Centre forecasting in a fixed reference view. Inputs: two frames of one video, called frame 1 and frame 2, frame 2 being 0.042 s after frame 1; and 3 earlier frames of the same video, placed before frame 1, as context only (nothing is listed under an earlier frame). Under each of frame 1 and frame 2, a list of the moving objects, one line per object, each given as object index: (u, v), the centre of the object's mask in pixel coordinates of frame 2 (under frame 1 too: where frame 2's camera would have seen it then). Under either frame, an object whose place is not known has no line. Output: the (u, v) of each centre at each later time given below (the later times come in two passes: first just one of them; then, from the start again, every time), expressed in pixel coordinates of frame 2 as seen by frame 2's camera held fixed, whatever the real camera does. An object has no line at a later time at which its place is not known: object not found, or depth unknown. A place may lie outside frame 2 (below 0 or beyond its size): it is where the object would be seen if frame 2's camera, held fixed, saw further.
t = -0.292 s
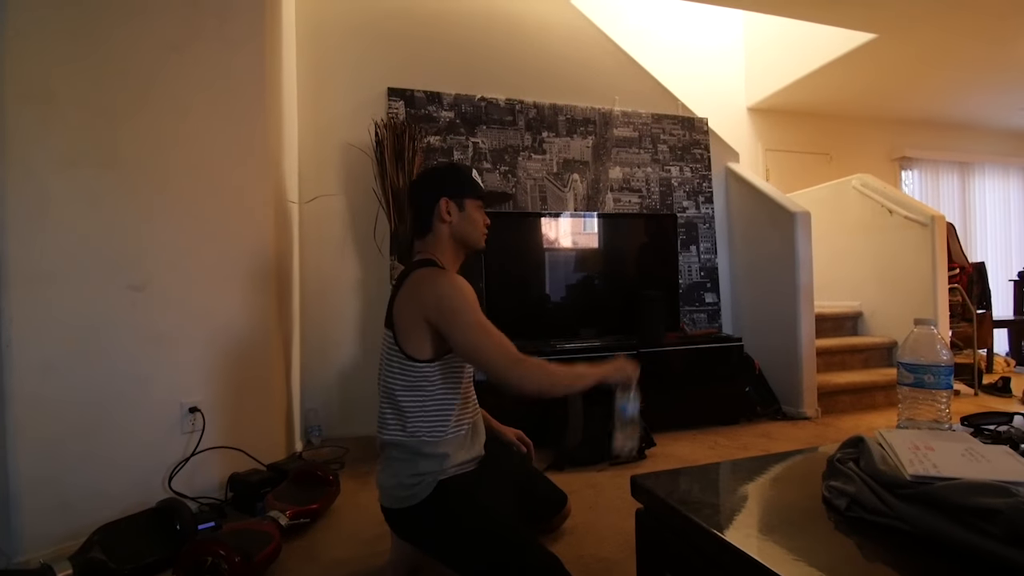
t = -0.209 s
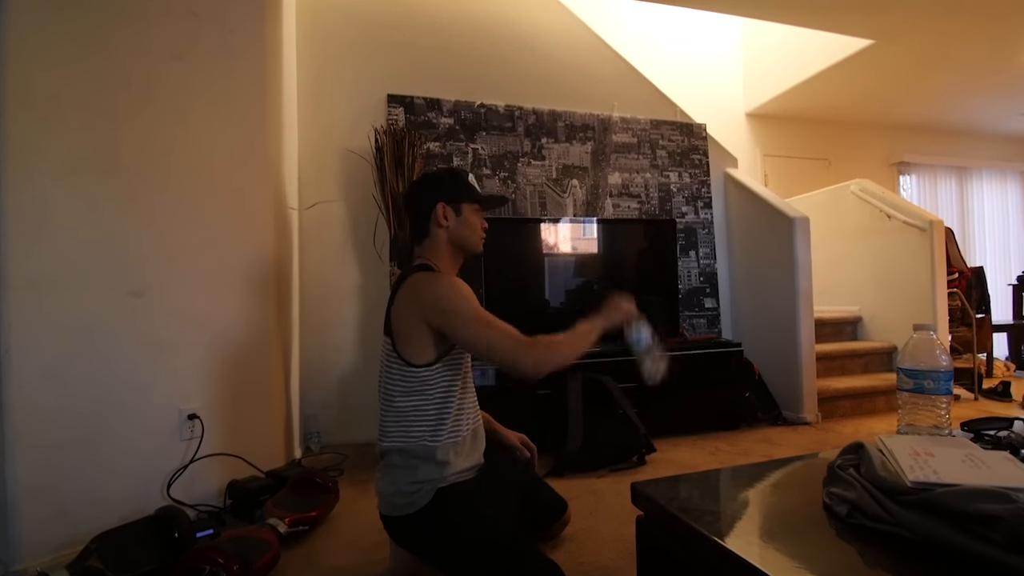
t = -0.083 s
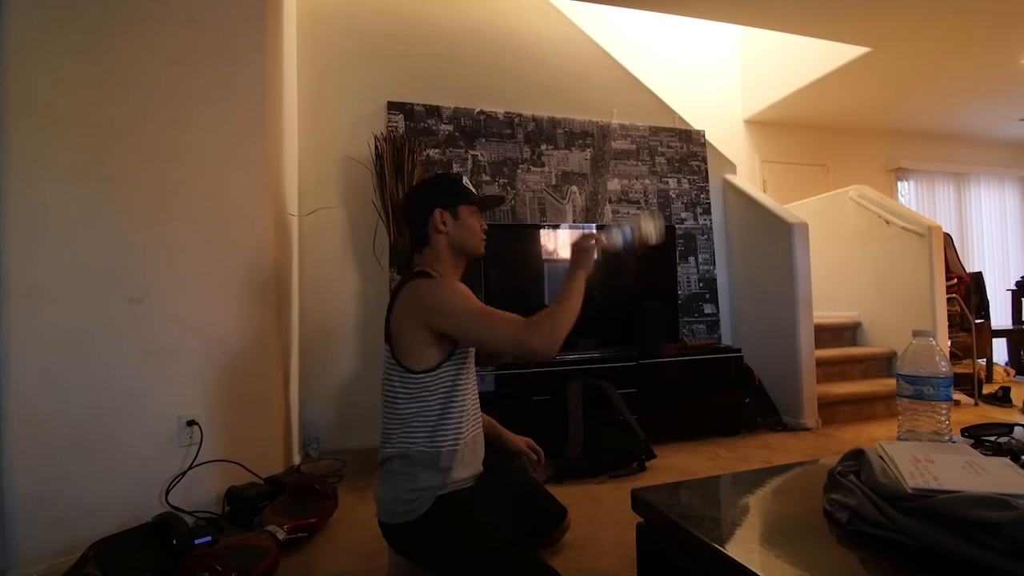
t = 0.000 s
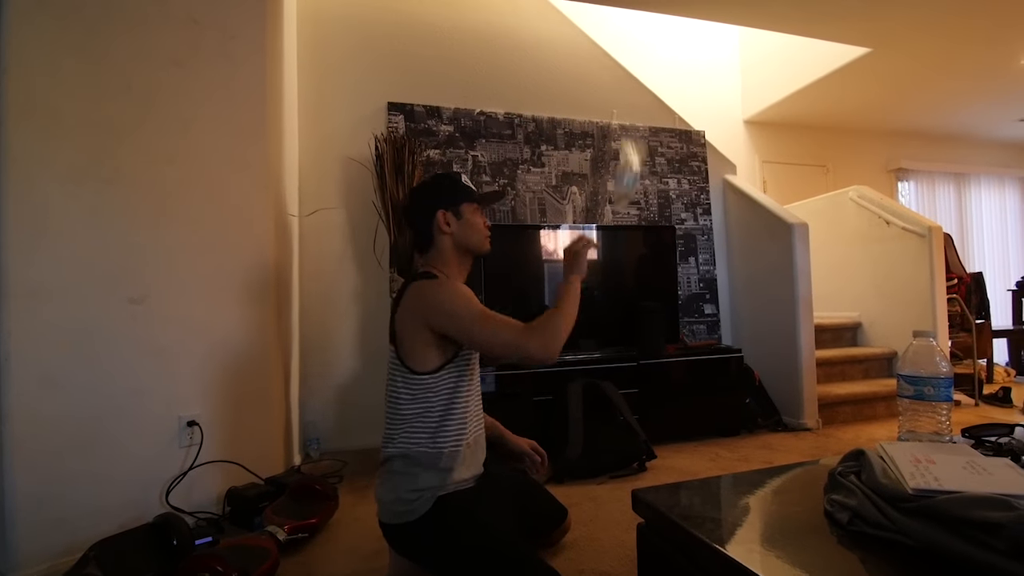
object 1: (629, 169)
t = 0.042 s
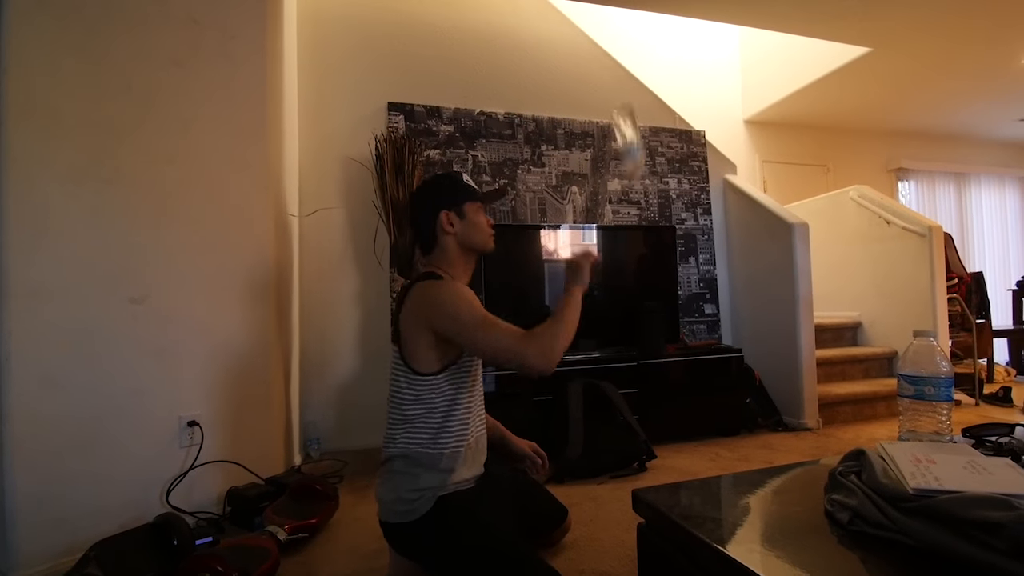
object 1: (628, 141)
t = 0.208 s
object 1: (607, 68)
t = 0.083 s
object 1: (628, 117)
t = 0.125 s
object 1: (622, 93)
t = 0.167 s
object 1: (616, 78)
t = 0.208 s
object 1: (607, 68)
